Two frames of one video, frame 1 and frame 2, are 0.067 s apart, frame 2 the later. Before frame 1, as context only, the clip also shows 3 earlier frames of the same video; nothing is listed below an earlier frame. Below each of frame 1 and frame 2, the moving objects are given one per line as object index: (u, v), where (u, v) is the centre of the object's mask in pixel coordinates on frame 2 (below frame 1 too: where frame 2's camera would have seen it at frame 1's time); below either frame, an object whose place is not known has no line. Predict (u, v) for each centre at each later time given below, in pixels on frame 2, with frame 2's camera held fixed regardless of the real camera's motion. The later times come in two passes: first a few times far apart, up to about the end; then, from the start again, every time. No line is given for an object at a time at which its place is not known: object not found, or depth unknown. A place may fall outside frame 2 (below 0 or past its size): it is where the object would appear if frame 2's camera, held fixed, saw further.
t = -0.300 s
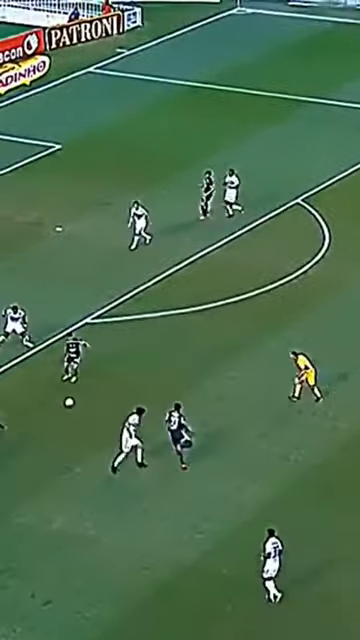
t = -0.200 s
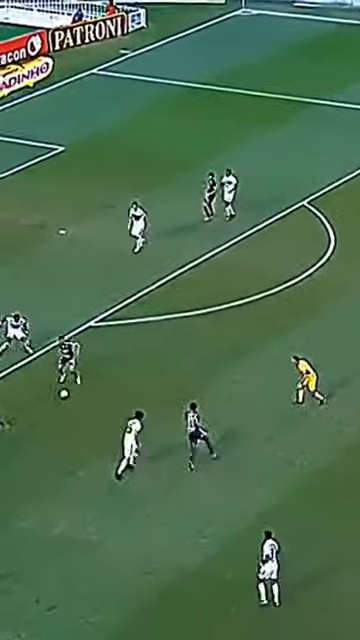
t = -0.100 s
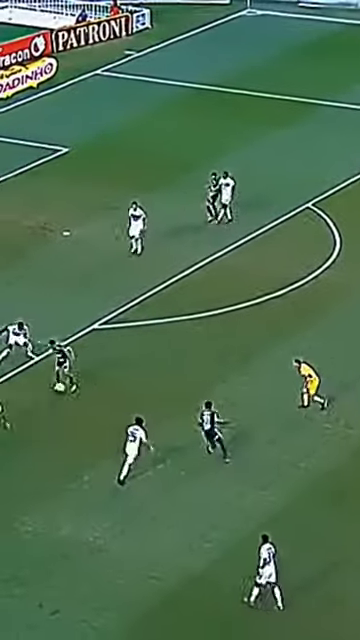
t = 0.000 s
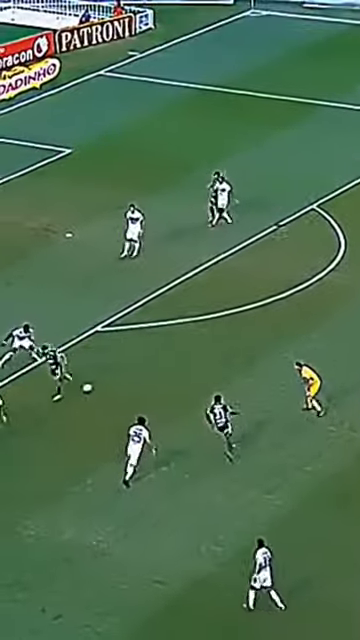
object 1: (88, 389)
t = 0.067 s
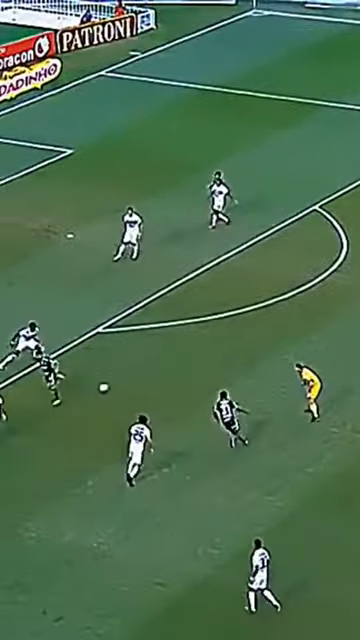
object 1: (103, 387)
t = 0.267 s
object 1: (144, 383)
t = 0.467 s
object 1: (176, 378)
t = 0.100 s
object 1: (110, 386)
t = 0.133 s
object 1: (117, 386)
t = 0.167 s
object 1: (125, 386)
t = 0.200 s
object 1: (131, 385)
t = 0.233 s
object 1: (137, 383)
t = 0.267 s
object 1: (144, 383)
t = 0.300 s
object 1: (150, 382)
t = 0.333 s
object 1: (155, 381)
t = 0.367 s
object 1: (161, 381)
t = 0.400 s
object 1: (166, 380)
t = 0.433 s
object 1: (171, 379)
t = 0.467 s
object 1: (176, 378)
